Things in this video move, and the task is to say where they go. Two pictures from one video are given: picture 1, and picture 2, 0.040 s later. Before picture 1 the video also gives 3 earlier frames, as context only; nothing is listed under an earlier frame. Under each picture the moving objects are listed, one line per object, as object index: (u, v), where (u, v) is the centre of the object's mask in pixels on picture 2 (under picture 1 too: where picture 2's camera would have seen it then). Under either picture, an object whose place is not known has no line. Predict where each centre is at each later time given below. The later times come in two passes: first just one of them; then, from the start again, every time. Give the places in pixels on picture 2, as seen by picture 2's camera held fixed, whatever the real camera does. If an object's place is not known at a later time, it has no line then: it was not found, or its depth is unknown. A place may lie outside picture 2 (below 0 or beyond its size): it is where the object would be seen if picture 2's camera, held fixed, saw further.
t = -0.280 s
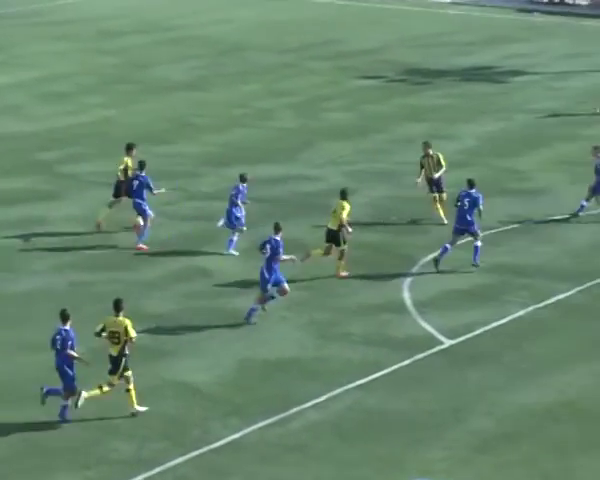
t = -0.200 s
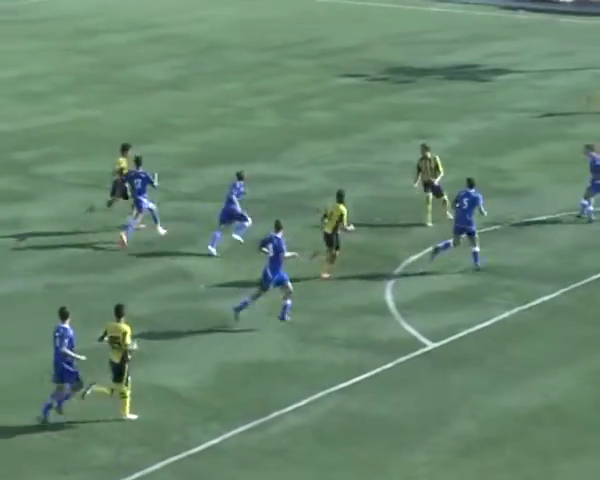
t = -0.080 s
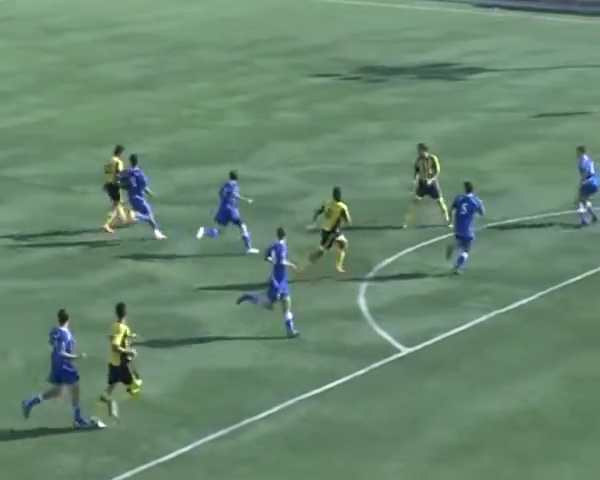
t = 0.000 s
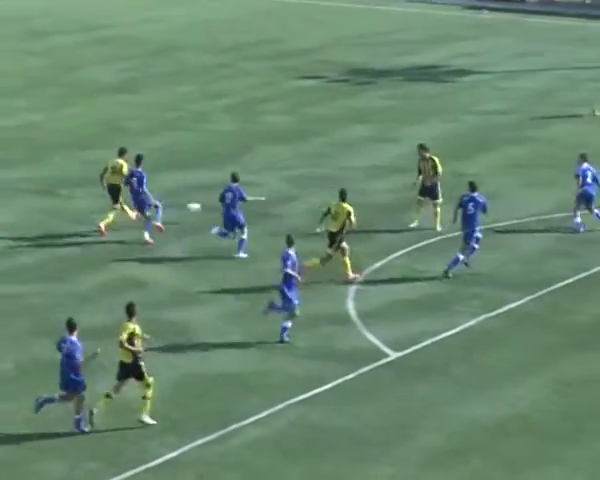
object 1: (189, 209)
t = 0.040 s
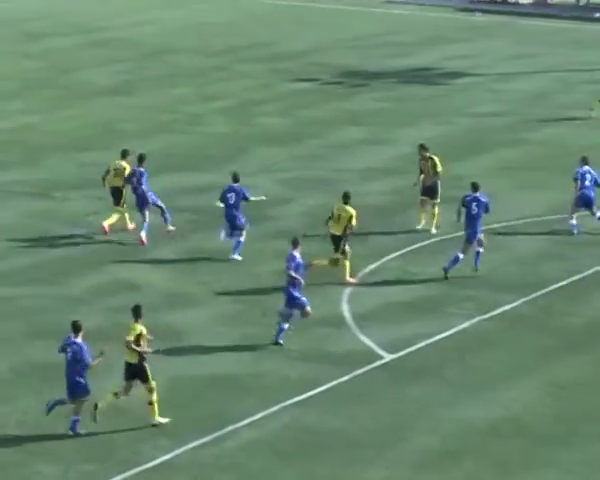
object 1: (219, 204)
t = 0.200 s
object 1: (353, 190)
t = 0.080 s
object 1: (260, 198)
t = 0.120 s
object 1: (288, 195)
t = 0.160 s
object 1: (321, 191)
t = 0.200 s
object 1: (353, 190)
